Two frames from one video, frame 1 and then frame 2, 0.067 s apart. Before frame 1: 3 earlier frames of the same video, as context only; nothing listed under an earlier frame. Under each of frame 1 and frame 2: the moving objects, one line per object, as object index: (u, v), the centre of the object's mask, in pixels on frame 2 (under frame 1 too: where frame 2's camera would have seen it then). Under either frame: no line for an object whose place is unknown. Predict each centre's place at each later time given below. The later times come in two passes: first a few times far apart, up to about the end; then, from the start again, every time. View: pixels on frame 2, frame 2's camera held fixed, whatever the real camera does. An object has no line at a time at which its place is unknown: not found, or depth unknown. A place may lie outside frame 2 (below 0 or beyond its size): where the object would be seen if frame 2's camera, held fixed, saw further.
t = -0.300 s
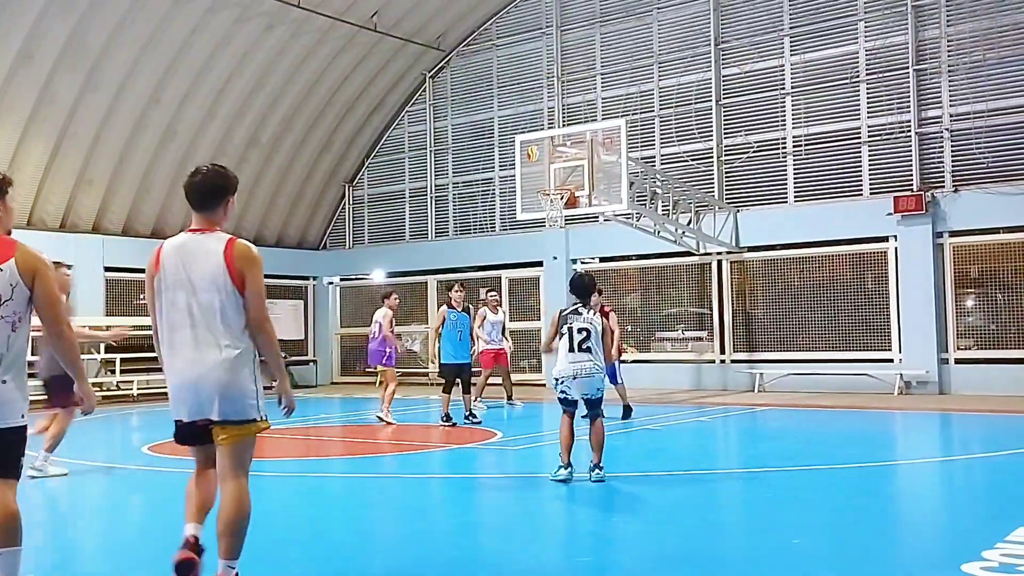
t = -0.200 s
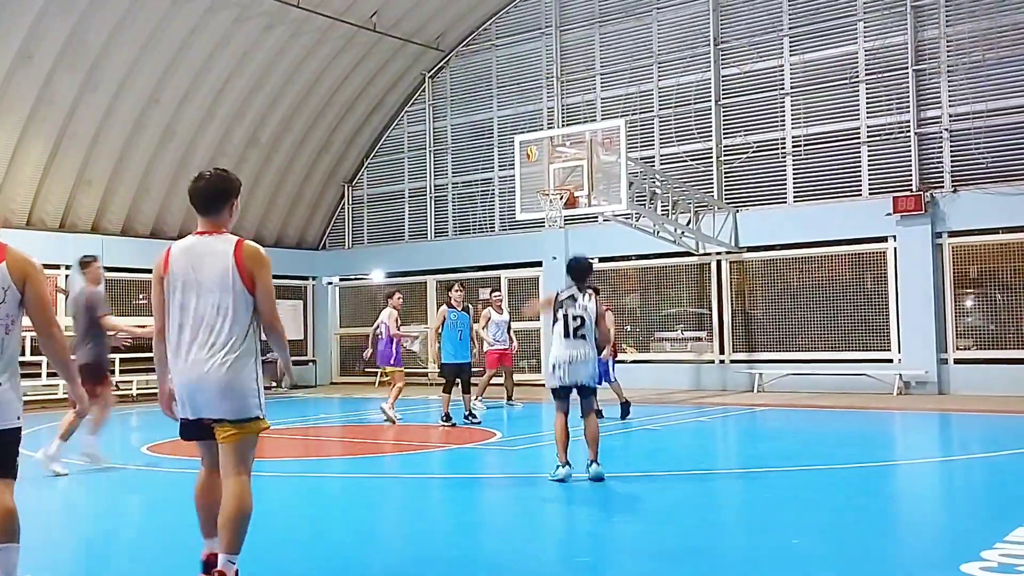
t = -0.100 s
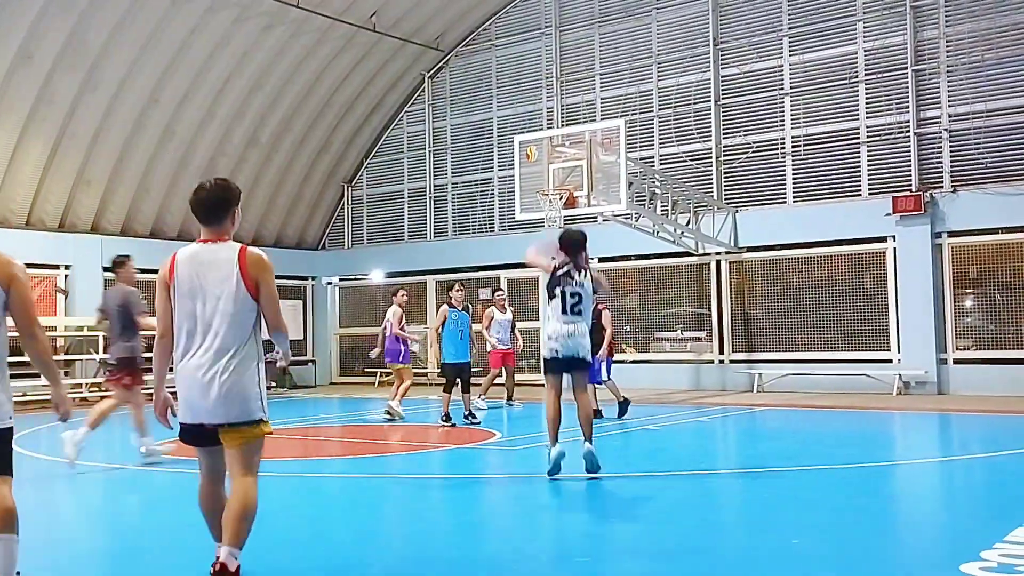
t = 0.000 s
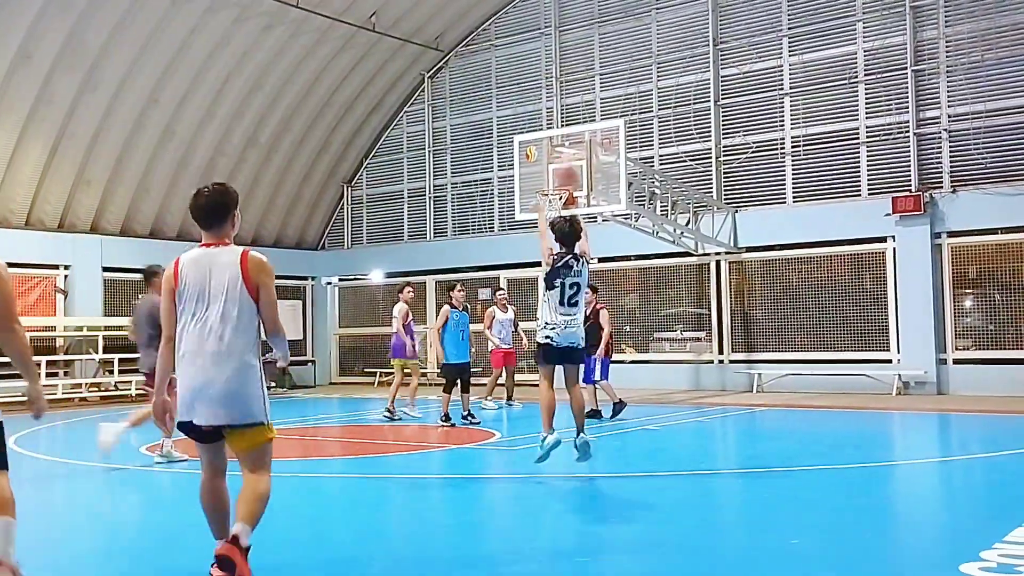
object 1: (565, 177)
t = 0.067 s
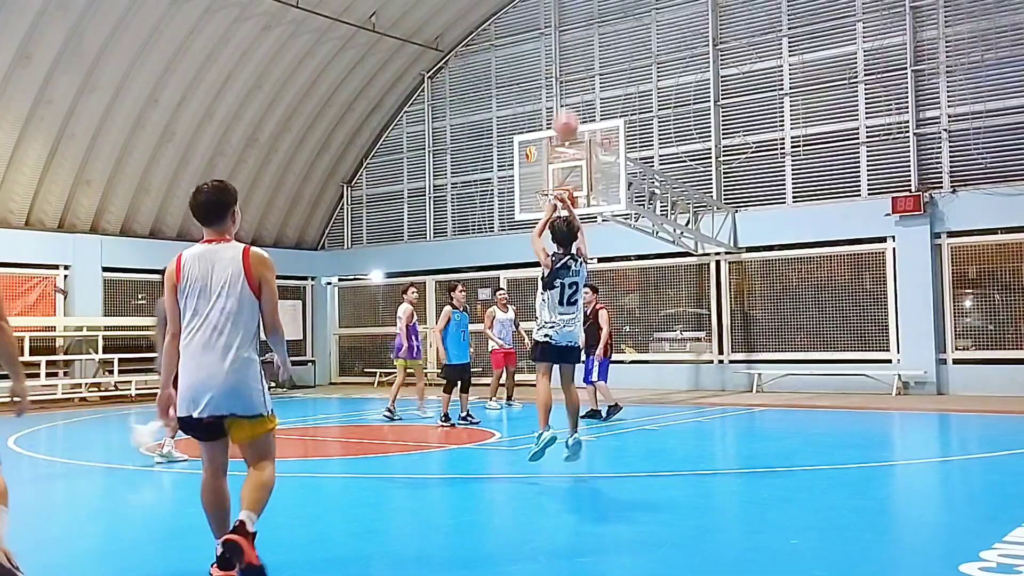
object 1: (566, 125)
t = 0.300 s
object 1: (564, 36)
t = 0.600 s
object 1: (564, 15)
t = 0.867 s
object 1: (567, 56)
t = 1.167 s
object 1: (560, 142)
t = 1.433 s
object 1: (498, 212)
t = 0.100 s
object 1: (566, 107)
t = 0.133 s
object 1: (565, 90)
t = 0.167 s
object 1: (564, 76)
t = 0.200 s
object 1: (565, 64)
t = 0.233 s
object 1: (564, 52)
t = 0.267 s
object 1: (564, 44)
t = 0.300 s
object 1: (564, 36)
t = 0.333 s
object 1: (564, 29)
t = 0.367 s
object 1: (564, 23)
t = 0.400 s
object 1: (564, 19)
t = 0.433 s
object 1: (564, 16)
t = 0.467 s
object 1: (563, 14)
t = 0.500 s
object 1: (564, 14)
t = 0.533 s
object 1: (564, 13)
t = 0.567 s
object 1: (564, 13)
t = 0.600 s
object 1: (564, 15)
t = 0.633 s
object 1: (564, 17)
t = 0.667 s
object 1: (565, 20)
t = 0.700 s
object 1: (565, 24)
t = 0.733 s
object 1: (566, 29)
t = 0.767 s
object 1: (566, 35)
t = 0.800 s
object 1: (567, 41)
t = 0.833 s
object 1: (567, 48)
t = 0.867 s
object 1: (567, 56)
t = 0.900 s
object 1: (567, 64)
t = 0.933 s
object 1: (567, 73)
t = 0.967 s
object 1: (568, 82)
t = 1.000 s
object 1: (568, 92)
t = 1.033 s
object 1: (568, 103)
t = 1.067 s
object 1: (568, 113)
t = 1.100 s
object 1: (569, 123)
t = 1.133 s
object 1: (569, 139)
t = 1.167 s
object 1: (560, 142)
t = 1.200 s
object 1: (554, 146)
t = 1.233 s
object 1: (546, 153)
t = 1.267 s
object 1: (538, 161)
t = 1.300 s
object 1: (530, 170)
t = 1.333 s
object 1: (523, 179)
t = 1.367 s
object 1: (513, 190)
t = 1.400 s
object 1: (506, 200)
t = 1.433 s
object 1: (498, 212)
